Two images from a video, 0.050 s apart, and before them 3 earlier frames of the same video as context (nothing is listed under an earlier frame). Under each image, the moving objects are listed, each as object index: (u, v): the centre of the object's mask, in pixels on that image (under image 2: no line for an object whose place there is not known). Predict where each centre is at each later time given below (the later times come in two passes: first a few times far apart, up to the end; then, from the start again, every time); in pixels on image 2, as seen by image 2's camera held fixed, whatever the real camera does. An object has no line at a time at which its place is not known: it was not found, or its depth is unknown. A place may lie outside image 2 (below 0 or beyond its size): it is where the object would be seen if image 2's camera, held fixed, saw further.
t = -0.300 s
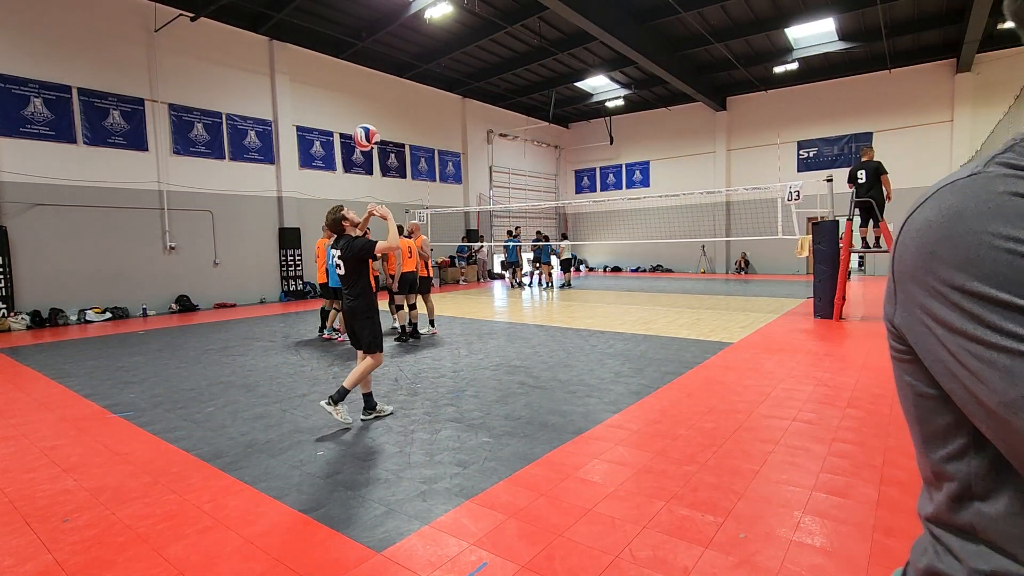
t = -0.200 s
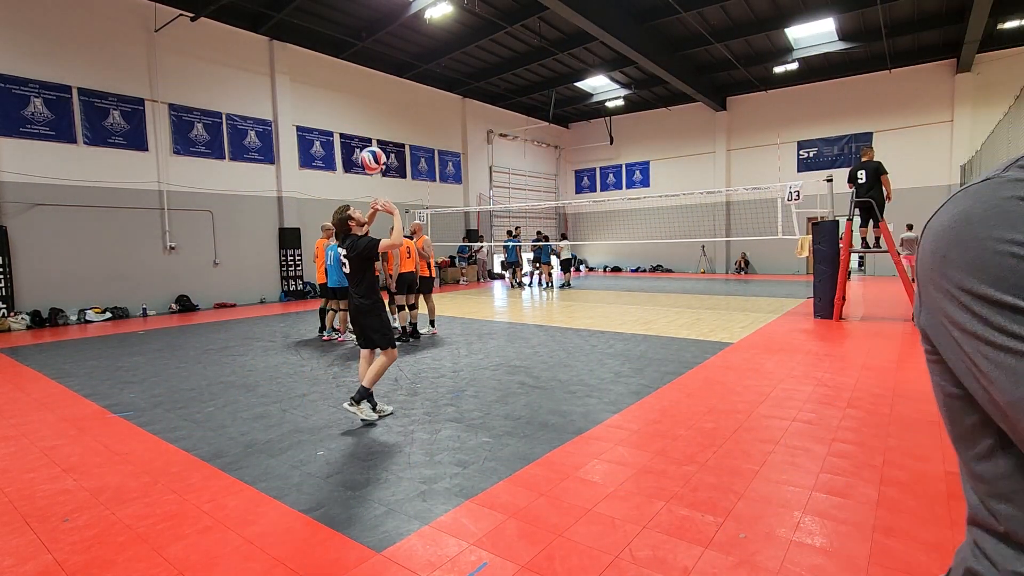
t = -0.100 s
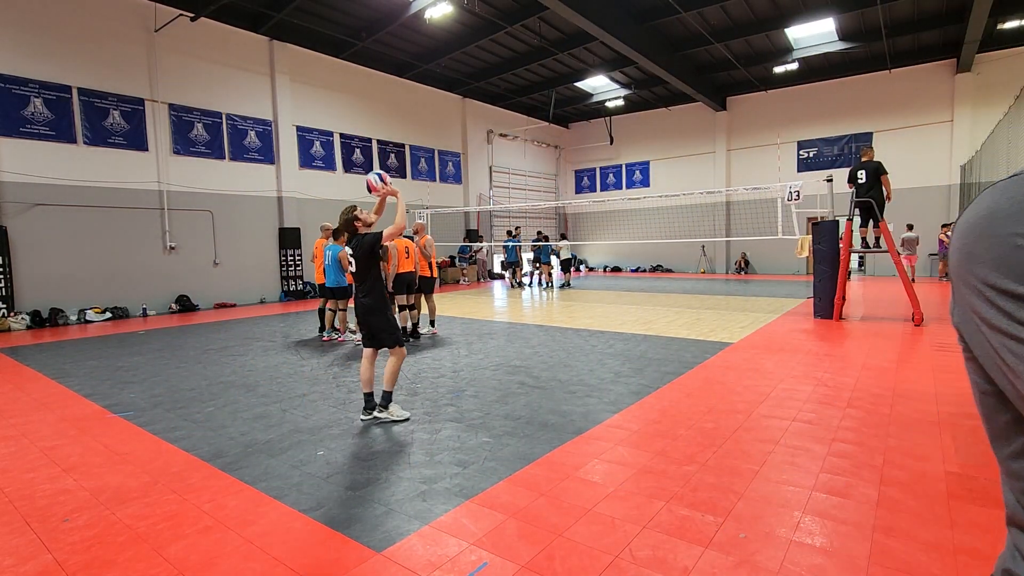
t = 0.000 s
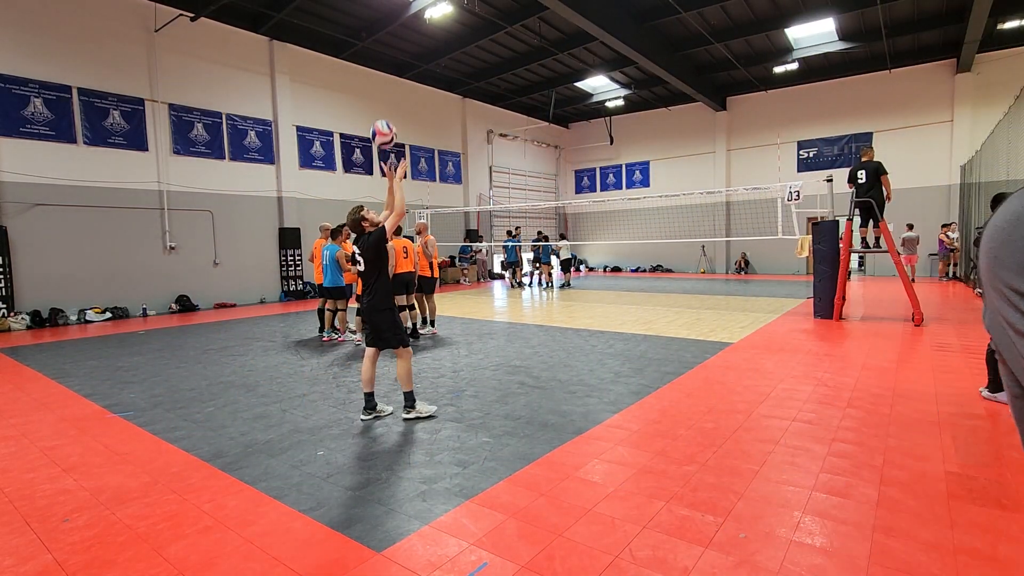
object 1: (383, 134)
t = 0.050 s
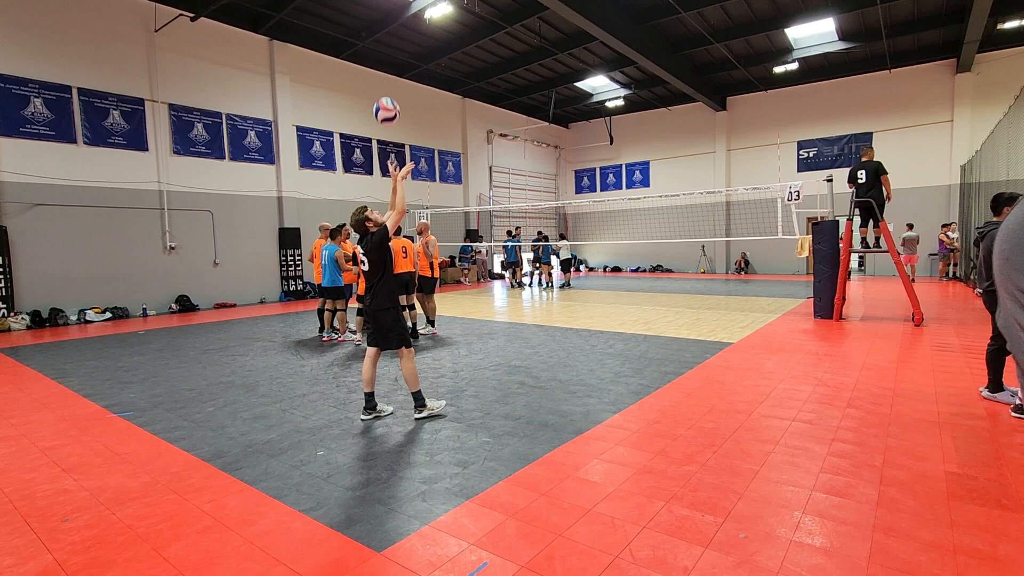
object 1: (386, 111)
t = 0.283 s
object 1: (403, 48)
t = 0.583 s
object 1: (428, 64)
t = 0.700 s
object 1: (438, 98)
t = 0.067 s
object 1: (387, 104)
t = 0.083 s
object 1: (389, 98)
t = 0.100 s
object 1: (390, 92)
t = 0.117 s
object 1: (391, 86)
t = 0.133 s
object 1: (392, 81)
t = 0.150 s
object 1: (393, 76)
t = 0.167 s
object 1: (394, 71)
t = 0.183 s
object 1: (396, 67)
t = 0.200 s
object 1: (397, 63)
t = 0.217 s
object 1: (398, 59)
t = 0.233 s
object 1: (400, 56)
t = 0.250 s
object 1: (401, 53)
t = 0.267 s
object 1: (402, 50)
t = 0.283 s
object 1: (403, 48)
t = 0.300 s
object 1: (404, 46)
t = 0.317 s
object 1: (406, 45)
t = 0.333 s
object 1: (407, 44)
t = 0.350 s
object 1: (408, 43)
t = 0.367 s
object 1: (410, 42)
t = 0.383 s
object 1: (411, 42)
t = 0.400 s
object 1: (413, 42)
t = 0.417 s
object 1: (414, 42)
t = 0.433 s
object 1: (415, 43)
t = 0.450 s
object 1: (417, 44)
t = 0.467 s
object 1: (418, 45)
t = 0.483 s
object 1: (419, 47)
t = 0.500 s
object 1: (421, 49)
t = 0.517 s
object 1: (422, 51)
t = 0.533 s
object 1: (424, 54)
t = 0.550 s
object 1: (425, 57)
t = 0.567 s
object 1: (427, 60)
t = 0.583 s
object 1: (428, 64)
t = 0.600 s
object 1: (429, 68)
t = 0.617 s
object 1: (431, 72)
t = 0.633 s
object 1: (432, 76)
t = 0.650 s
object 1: (434, 81)
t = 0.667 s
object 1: (435, 86)
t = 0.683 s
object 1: (437, 92)
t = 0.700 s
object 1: (438, 98)
